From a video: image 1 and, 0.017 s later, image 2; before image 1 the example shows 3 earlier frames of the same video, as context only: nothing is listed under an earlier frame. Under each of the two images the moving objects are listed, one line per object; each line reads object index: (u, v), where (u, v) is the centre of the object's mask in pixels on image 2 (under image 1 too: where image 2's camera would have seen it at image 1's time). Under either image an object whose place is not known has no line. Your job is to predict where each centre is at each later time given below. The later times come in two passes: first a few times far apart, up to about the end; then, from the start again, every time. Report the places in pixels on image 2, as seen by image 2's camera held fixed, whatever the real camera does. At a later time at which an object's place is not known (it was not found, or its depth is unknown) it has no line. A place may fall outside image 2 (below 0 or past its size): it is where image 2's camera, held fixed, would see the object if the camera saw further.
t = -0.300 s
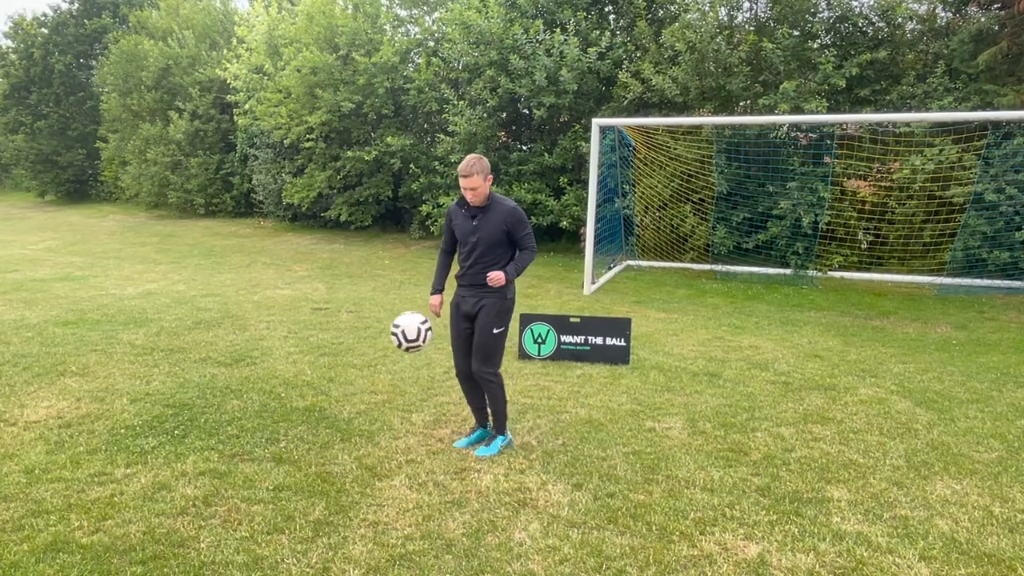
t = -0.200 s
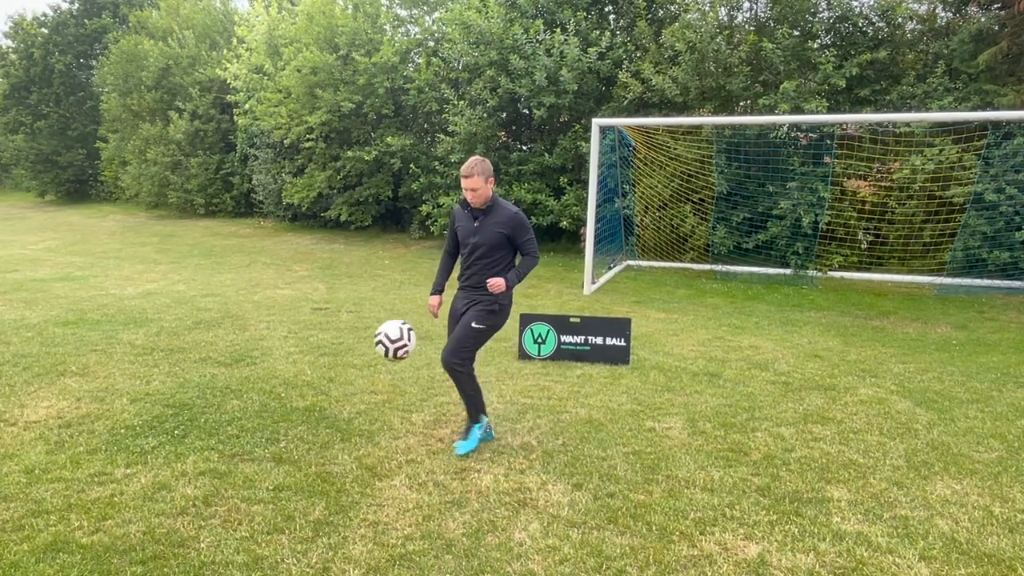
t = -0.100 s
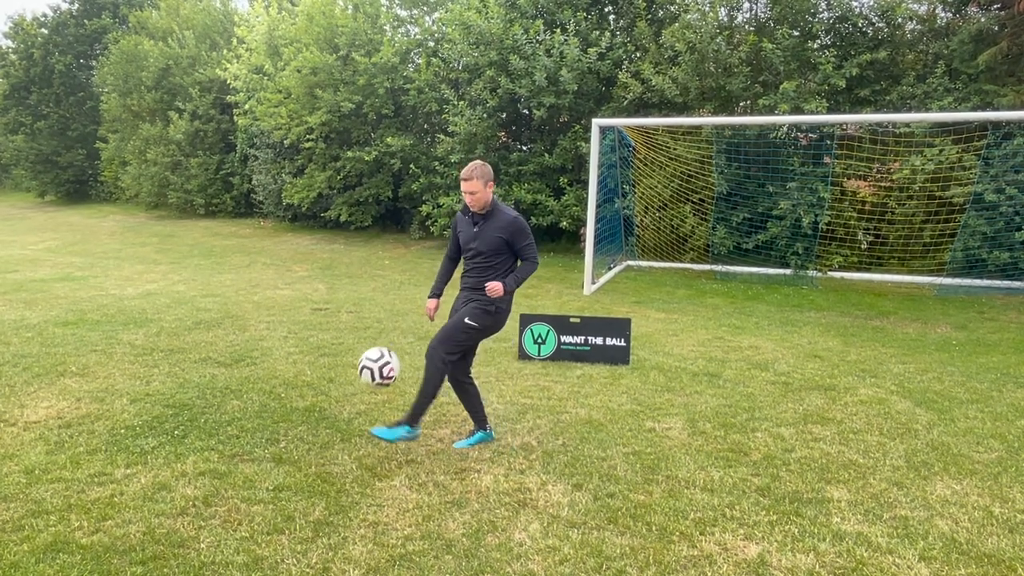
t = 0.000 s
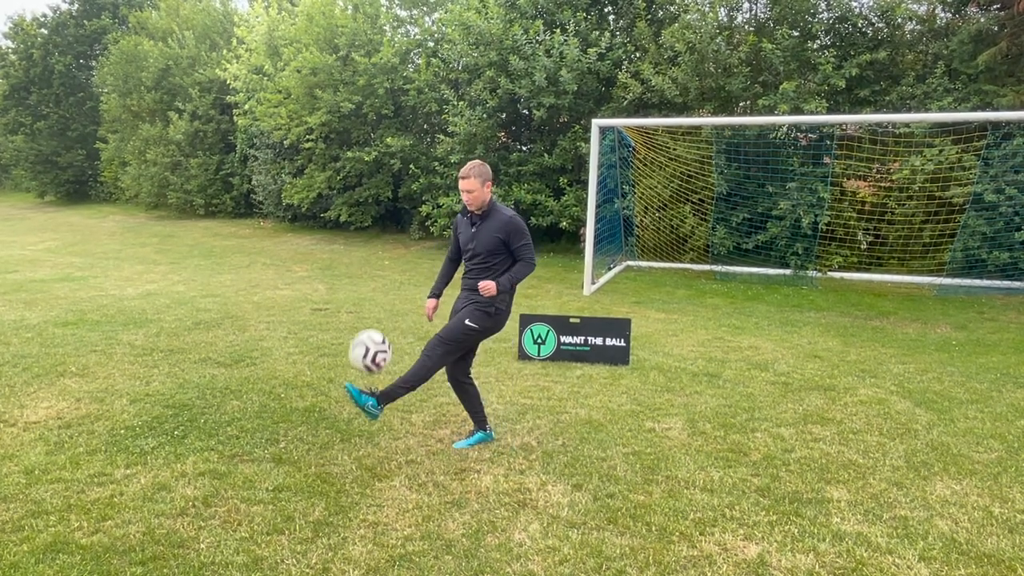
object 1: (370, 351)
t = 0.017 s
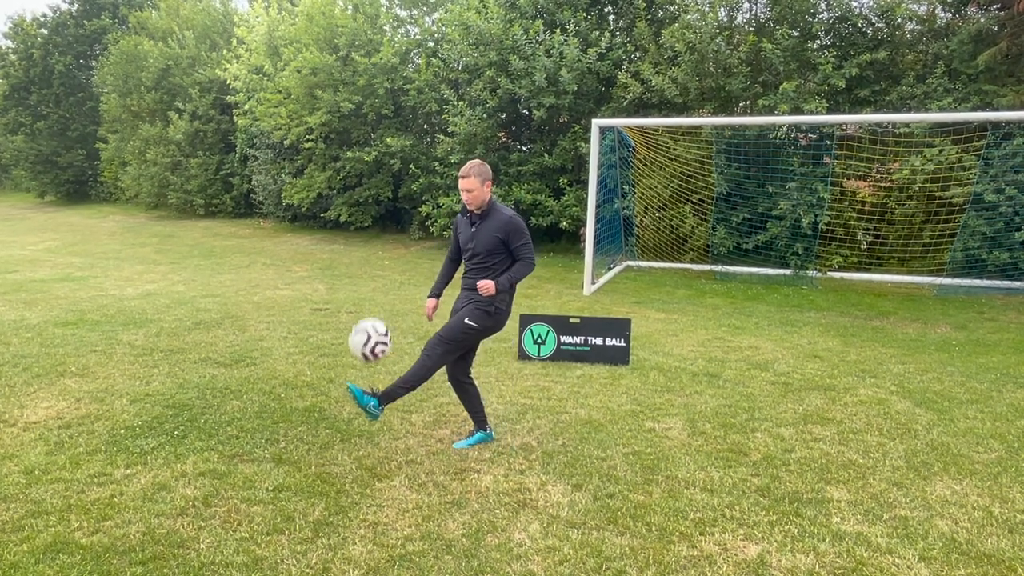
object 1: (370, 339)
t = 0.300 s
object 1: (371, 213)
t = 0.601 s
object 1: (373, 248)
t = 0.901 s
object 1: (371, 500)
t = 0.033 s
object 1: (370, 329)
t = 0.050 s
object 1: (370, 318)
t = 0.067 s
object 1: (370, 308)
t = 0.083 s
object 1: (371, 298)
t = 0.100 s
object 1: (371, 289)
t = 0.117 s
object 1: (371, 279)
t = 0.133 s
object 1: (371, 271)
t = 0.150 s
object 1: (370, 263)
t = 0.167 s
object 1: (370, 255)
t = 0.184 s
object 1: (370, 248)
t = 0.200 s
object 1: (371, 241)
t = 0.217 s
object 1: (370, 235)
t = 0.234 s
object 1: (370, 230)
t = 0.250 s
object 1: (371, 225)
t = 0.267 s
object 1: (371, 220)
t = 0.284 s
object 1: (371, 216)
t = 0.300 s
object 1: (371, 213)
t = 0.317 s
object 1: (371, 210)
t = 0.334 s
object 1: (371, 207)
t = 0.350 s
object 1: (371, 205)
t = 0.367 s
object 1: (371, 204)
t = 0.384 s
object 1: (372, 203)
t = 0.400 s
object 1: (372, 203)
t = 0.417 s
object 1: (372, 203)
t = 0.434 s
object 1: (372, 204)
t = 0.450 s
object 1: (372, 206)
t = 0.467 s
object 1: (372, 208)
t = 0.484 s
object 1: (372, 211)
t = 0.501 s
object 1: (373, 214)
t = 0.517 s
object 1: (373, 218)
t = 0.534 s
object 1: (373, 222)
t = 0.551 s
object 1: (373, 227)
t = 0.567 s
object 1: (373, 233)
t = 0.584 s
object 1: (373, 241)
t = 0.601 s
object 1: (373, 248)
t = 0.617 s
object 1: (373, 256)
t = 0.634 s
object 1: (373, 265)
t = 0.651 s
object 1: (373, 275)
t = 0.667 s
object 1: (373, 285)
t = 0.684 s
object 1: (372, 295)
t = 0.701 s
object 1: (373, 308)
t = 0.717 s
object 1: (372, 320)
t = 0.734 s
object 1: (372, 332)
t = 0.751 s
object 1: (372, 346)
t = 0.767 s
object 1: (372, 360)
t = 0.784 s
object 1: (372, 375)
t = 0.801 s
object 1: (372, 390)
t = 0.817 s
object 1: (372, 407)
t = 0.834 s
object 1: (372, 424)
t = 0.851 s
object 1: (372, 442)
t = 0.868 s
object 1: (372, 461)
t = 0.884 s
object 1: (371, 481)
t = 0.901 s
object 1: (371, 500)
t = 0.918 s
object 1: (371, 522)
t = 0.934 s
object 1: (372, 536)
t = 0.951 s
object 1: (373, 528)
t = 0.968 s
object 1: (375, 516)
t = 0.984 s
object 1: (377, 506)
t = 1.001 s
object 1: (378, 496)
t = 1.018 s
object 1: (380, 487)
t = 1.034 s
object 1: (381, 478)
